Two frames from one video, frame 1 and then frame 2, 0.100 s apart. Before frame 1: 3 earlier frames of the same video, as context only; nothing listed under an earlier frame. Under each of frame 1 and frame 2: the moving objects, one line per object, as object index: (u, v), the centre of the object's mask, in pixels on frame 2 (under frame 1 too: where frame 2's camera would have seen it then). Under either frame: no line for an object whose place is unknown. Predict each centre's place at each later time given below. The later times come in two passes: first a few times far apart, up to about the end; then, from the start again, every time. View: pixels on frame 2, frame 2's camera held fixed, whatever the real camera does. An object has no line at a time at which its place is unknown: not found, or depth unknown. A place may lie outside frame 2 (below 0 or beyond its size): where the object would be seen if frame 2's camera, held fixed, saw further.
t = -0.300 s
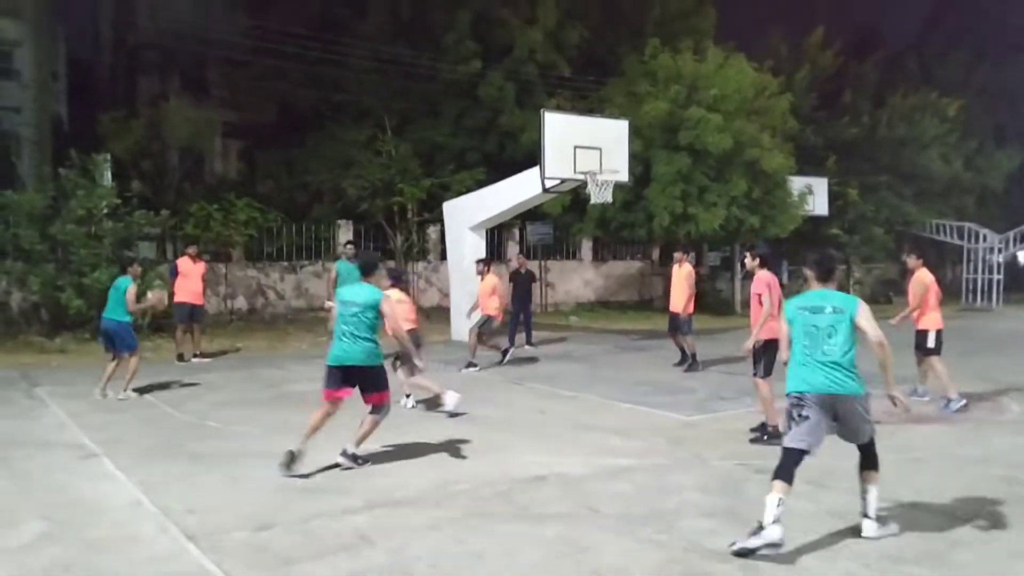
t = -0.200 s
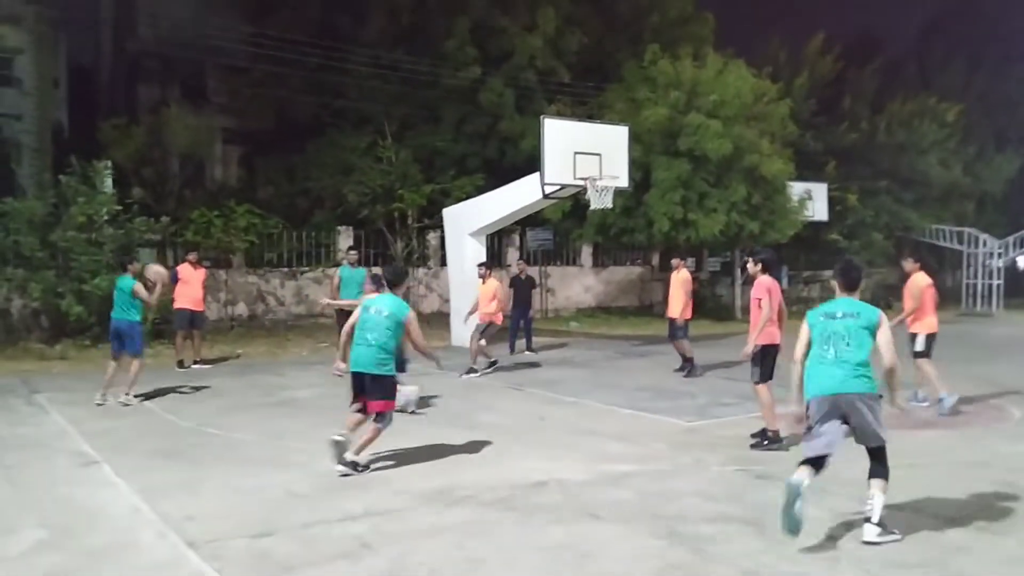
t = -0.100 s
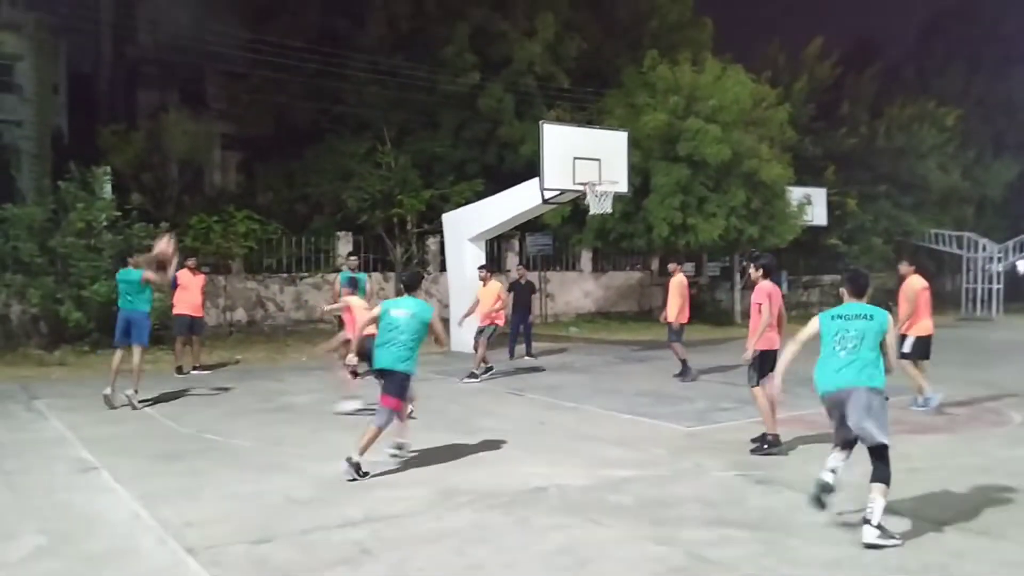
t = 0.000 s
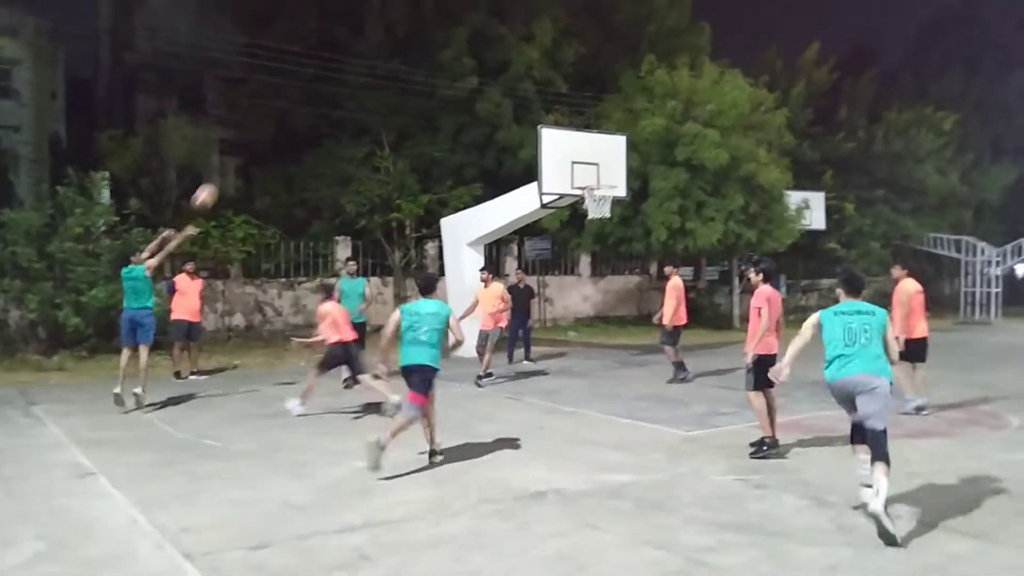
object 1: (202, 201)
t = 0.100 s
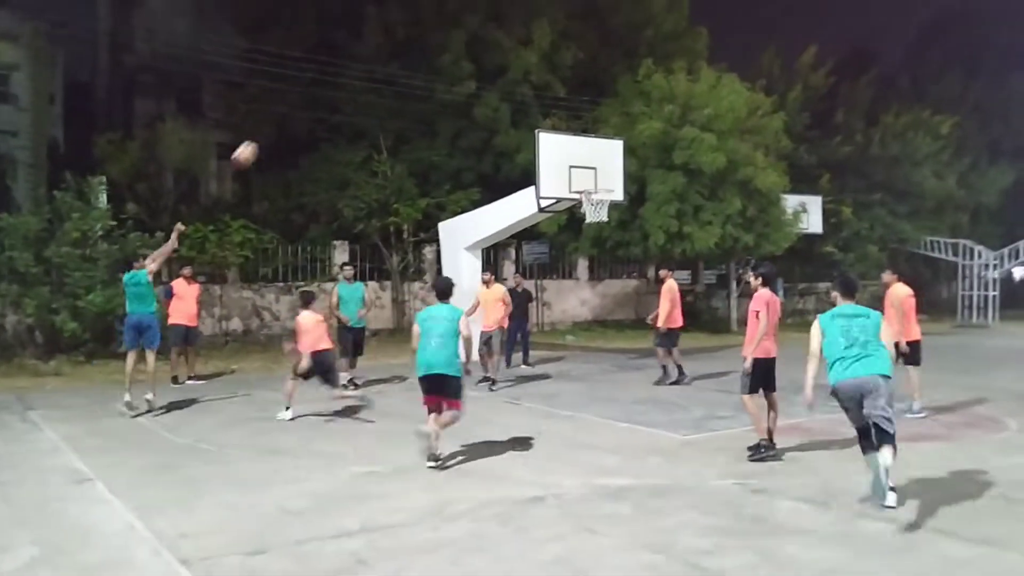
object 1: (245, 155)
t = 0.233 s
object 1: (299, 107)
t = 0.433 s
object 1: (373, 66)
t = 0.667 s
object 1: (448, 57)
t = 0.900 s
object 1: (516, 84)
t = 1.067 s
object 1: (559, 122)
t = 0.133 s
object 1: (259, 141)
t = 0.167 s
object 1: (273, 128)
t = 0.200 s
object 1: (286, 117)
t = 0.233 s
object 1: (299, 107)
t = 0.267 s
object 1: (312, 98)
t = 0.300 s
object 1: (325, 90)
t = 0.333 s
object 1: (337, 82)
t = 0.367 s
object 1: (350, 75)
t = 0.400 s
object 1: (362, 70)
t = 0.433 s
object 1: (373, 66)
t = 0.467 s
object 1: (384, 62)
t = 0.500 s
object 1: (396, 59)
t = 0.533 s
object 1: (406, 57)
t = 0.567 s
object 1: (417, 56)
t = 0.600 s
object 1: (427, 55)
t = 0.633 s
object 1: (438, 56)
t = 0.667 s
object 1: (448, 57)
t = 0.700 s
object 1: (459, 58)
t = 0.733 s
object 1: (468, 61)
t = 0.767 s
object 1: (479, 65)
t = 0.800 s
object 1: (488, 68)
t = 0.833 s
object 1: (498, 73)
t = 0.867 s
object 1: (507, 78)
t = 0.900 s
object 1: (516, 84)
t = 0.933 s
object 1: (525, 91)
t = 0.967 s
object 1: (534, 98)
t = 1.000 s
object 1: (542, 106)
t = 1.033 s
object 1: (550, 114)
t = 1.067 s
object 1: (559, 122)
